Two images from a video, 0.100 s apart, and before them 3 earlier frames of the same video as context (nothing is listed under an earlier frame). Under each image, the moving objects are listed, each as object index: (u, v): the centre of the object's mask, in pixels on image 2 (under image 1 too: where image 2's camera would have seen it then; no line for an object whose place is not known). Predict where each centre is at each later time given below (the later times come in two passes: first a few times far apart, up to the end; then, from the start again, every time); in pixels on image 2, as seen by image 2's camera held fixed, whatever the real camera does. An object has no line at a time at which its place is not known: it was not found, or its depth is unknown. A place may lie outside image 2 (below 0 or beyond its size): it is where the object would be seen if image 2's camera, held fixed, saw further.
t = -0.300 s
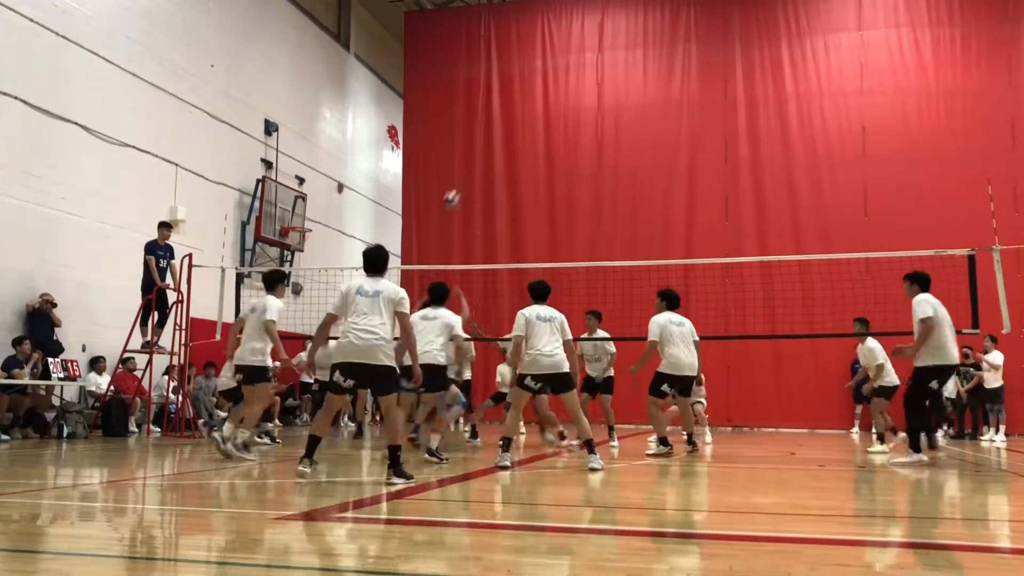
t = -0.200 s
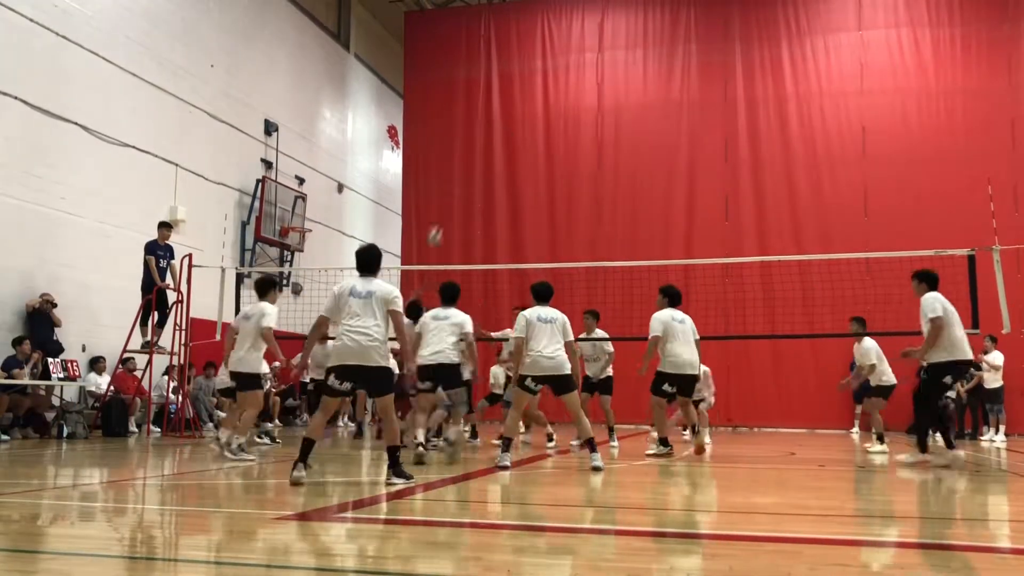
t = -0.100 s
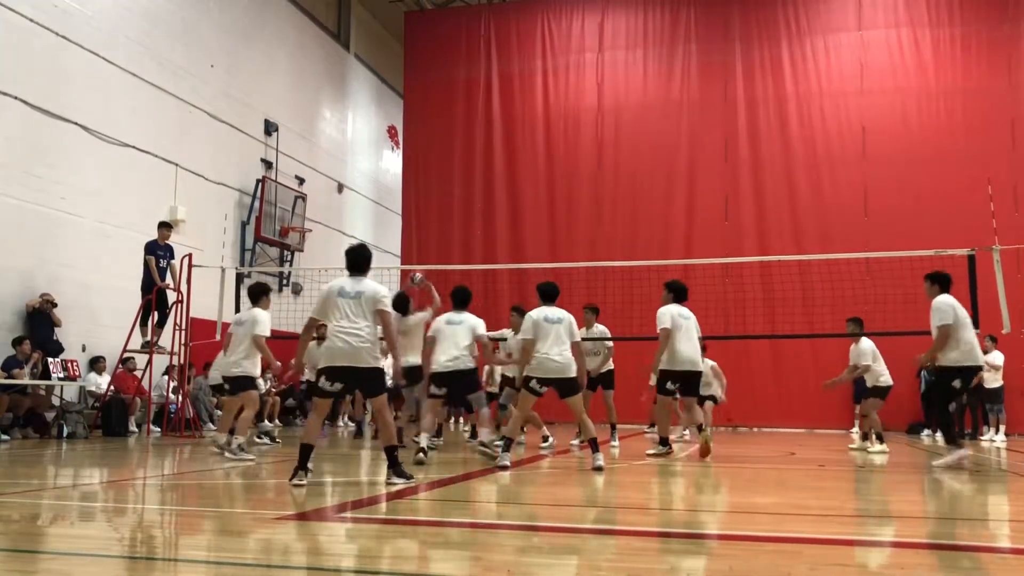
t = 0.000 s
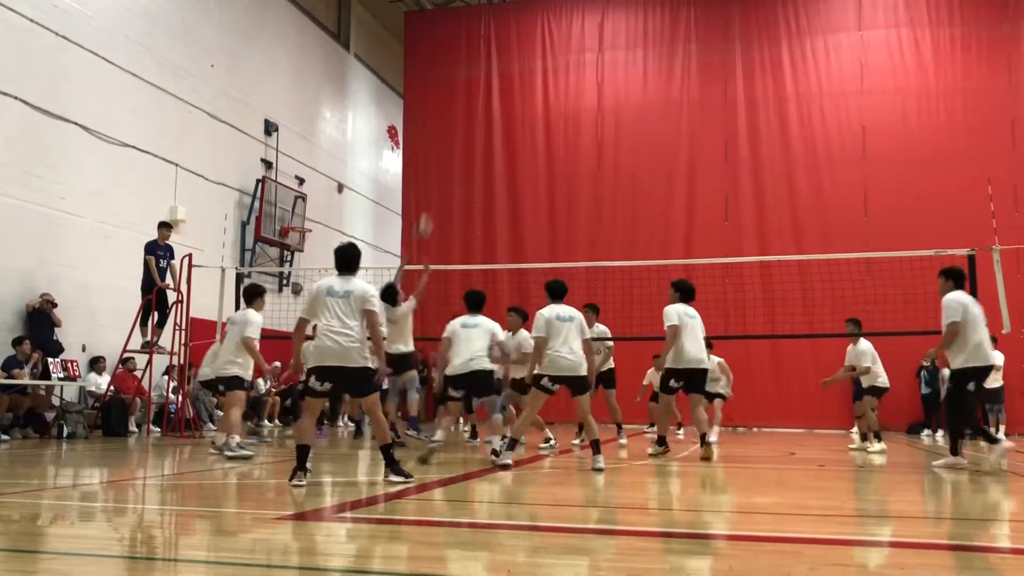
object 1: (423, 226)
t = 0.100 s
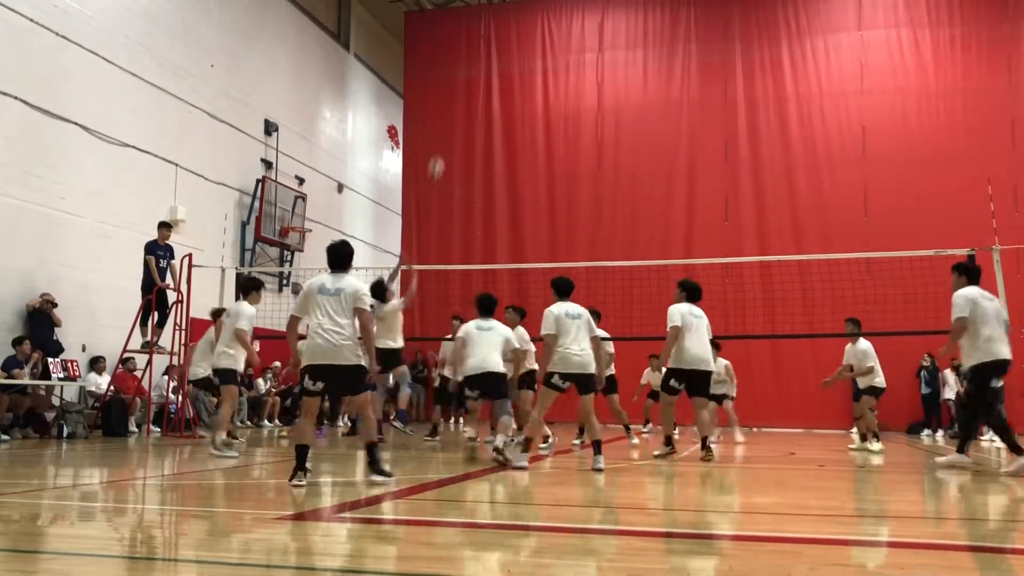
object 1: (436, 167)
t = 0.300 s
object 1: (458, 81)
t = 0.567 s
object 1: (483, 20)
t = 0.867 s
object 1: (509, 17)
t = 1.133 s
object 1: (531, 69)
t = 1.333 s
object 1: (545, 143)
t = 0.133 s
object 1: (439, 149)
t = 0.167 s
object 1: (443, 134)
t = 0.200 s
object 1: (447, 119)
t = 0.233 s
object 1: (451, 106)
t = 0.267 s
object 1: (455, 92)
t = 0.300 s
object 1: (458, 81)
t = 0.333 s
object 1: (461, 70)
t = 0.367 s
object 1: (464, 60)
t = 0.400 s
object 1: (468, 51)
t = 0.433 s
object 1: (471, 43)
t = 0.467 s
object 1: (474, 36)
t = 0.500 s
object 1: (477, 29)
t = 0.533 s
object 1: (480, 25)
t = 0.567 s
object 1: (483, 20)
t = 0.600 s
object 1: (486, 16)
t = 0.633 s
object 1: (489, 14)
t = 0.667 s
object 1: (492, 11)
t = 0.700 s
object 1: (495, 11)
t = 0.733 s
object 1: (498, 10)
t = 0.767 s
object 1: (501, 11)
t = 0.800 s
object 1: (504, 12)
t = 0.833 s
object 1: (507, 14)
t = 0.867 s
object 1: (509, 17)
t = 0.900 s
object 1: (512, 21)
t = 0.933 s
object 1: (515, 26)
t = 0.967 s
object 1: (518, 31)
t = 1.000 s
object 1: (520, 37)
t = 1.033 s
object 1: (523, 43)
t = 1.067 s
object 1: (526, 51)
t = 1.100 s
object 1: (529, 60)
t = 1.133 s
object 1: (531, 69)
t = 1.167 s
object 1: (534, 79)
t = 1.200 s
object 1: (536, 91)
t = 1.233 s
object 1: (538, 103)
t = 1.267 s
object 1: (540, 115)
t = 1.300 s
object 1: (543, 129)
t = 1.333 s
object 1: (545, 143)
